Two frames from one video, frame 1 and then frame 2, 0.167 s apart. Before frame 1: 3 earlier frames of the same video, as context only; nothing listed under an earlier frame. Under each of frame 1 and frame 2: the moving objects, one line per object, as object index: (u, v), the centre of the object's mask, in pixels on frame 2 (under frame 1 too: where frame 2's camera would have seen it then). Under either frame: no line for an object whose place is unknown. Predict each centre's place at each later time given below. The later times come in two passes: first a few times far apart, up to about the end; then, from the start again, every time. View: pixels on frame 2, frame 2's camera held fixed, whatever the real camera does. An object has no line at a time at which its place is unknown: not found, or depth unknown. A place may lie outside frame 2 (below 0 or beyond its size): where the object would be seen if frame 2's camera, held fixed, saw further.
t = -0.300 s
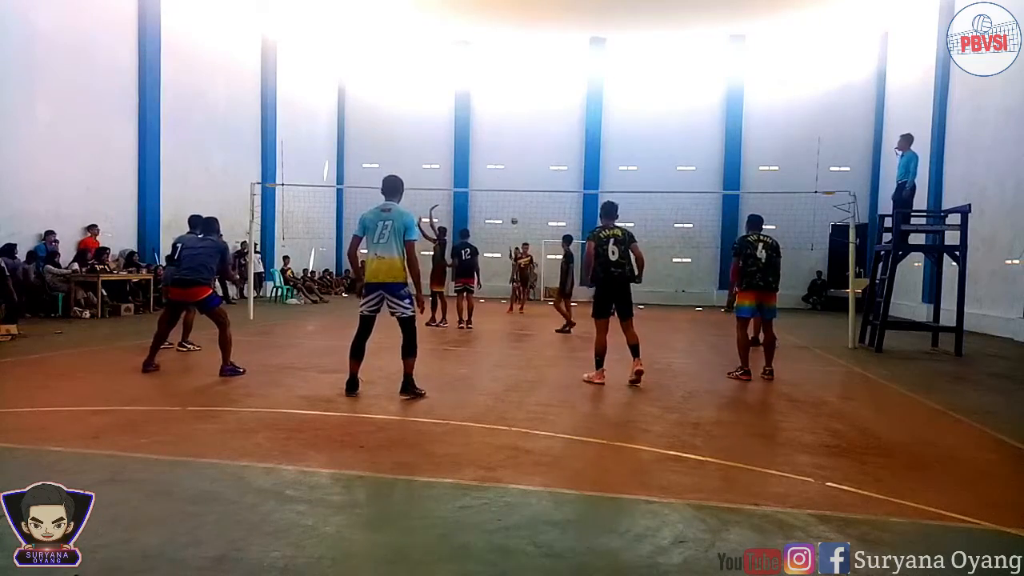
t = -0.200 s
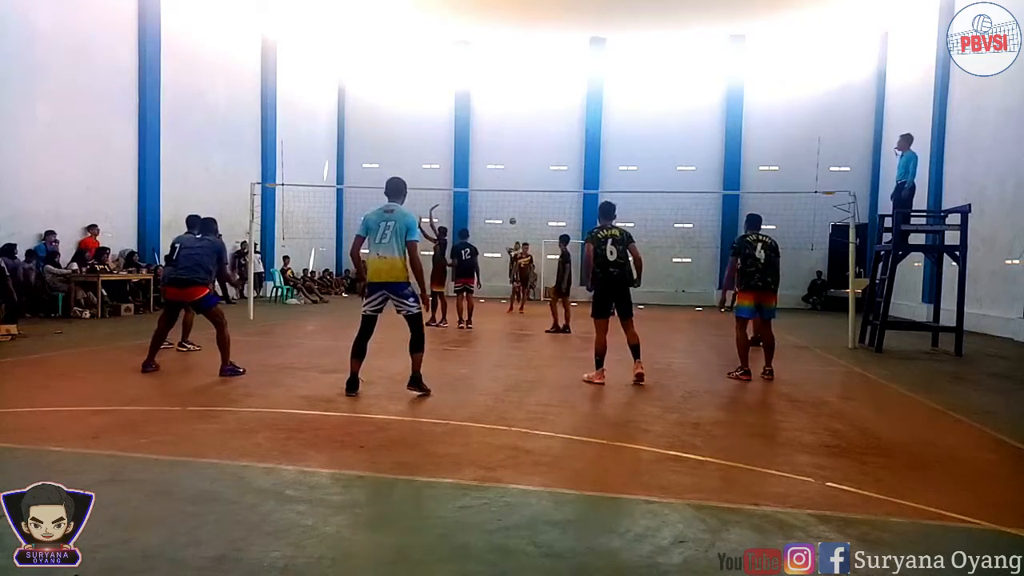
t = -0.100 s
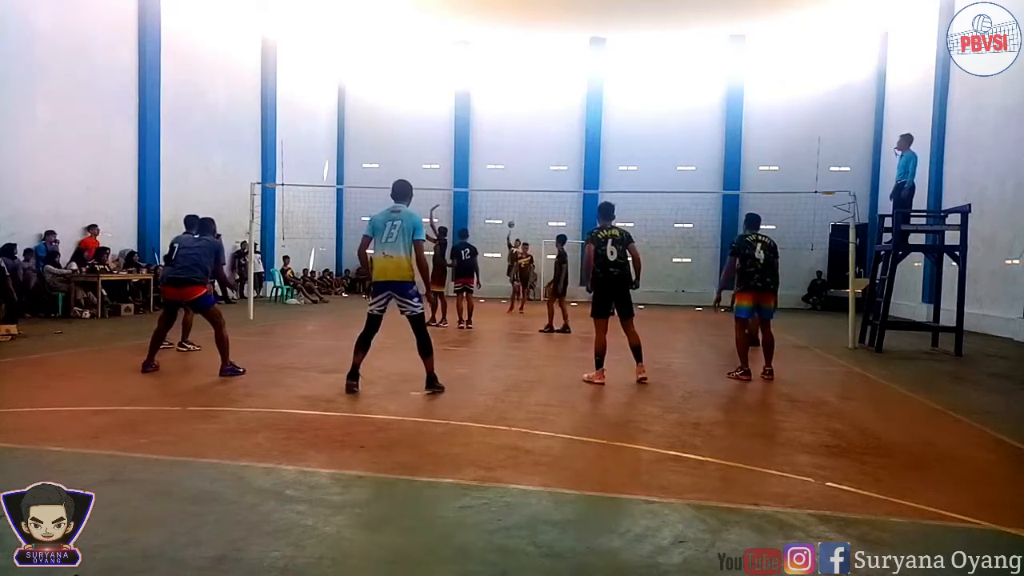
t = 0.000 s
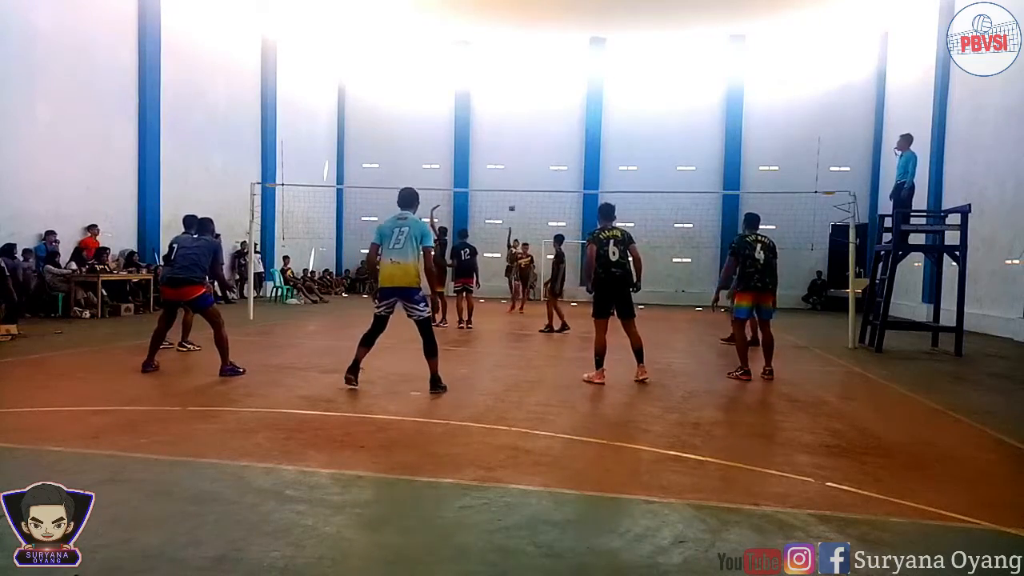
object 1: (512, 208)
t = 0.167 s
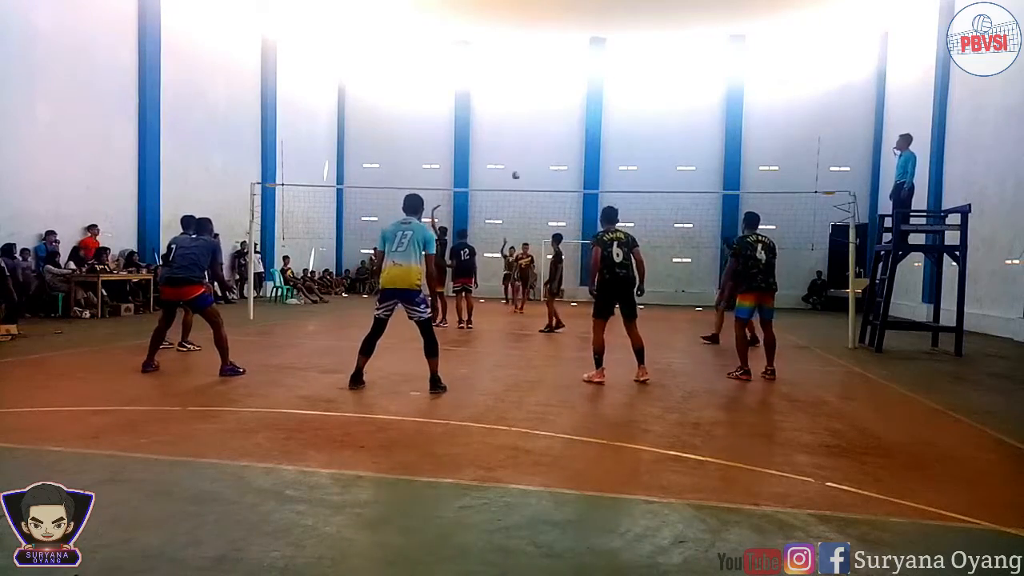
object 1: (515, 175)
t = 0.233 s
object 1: (518, 163)
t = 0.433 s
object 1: (529, 126)
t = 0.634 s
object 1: (543, 98)
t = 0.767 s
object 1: (552, 92)
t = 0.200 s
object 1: (516, 169)
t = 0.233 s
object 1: (518, 163)
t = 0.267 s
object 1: (519, 156)
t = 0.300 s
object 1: (521, 150)
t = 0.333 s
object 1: (523, 144)
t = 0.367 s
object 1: (525, 139)
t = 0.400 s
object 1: (527, 132)
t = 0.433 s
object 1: (529, 126)
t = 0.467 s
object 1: (531, 121)
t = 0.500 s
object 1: (533, 115)
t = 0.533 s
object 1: (536, 111)
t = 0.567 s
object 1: (538, 106)
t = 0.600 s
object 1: (540, 101)
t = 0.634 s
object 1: (543, 98)
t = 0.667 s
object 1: (545, 96)
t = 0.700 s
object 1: (548, 94)
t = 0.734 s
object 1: (550, 92)
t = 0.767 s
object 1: (552, 92)
